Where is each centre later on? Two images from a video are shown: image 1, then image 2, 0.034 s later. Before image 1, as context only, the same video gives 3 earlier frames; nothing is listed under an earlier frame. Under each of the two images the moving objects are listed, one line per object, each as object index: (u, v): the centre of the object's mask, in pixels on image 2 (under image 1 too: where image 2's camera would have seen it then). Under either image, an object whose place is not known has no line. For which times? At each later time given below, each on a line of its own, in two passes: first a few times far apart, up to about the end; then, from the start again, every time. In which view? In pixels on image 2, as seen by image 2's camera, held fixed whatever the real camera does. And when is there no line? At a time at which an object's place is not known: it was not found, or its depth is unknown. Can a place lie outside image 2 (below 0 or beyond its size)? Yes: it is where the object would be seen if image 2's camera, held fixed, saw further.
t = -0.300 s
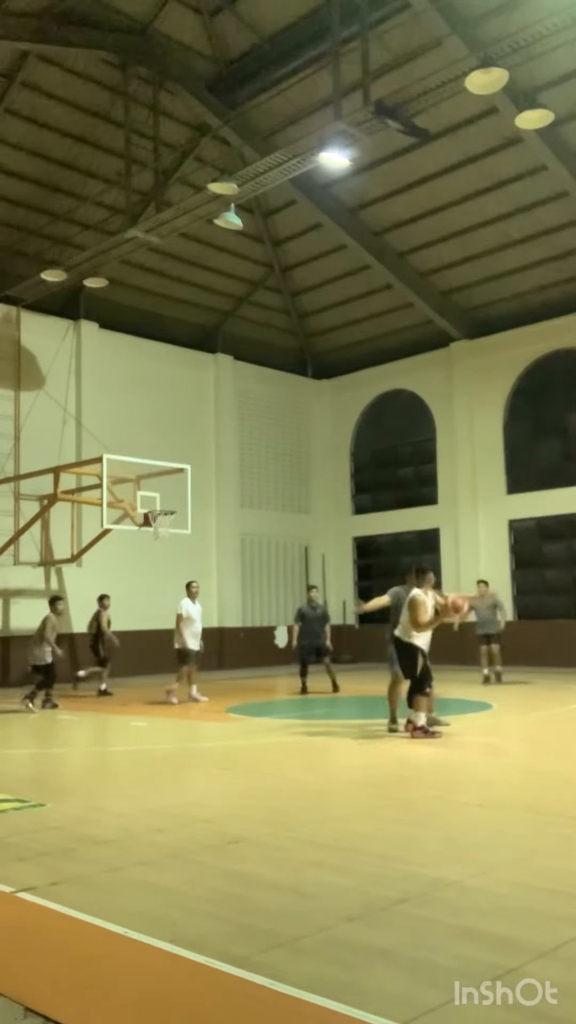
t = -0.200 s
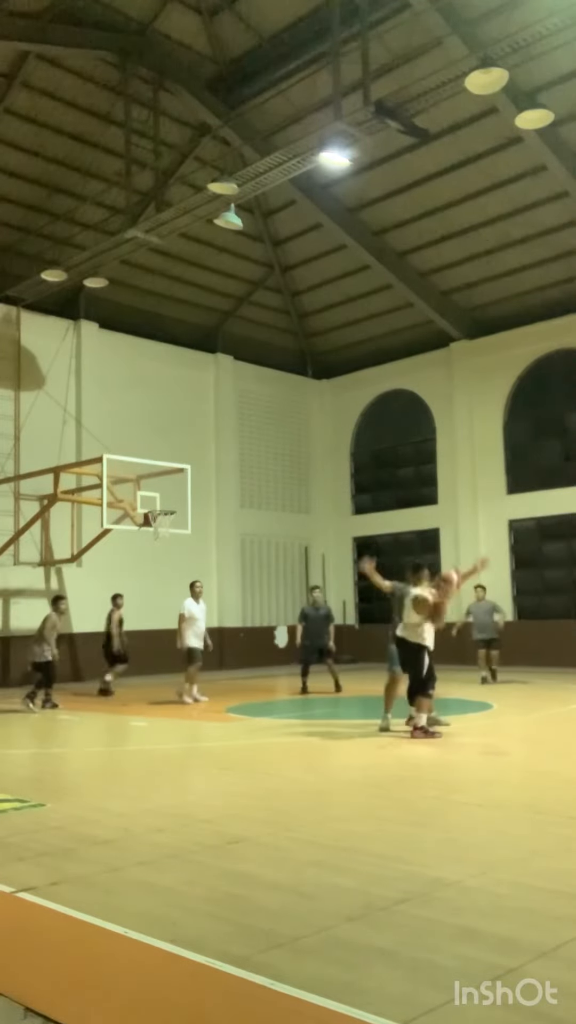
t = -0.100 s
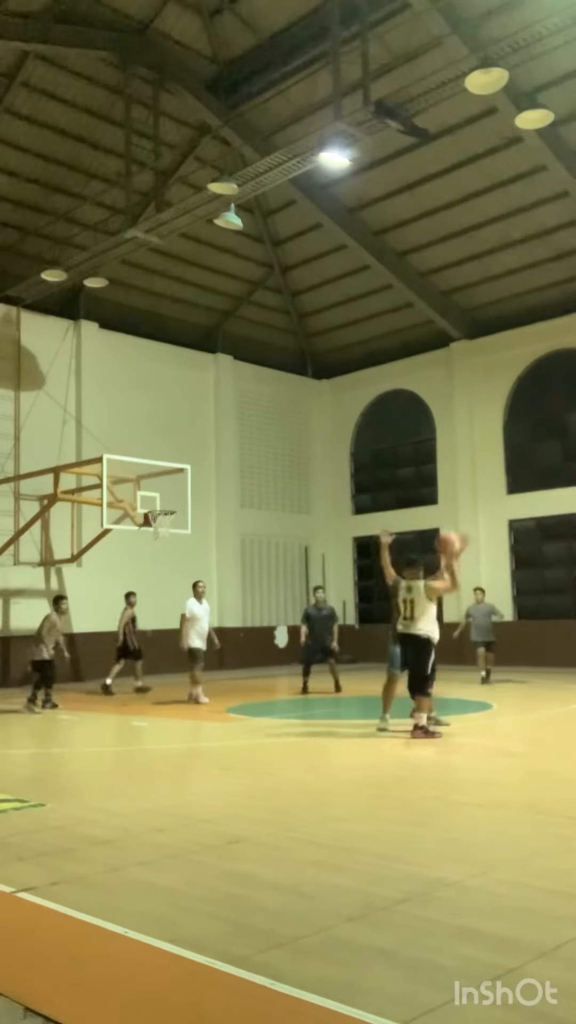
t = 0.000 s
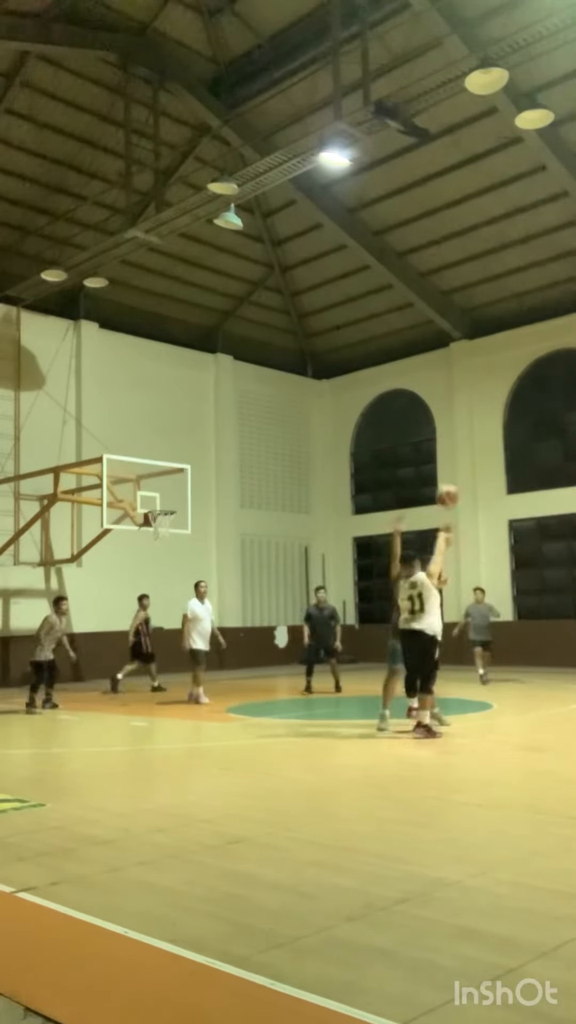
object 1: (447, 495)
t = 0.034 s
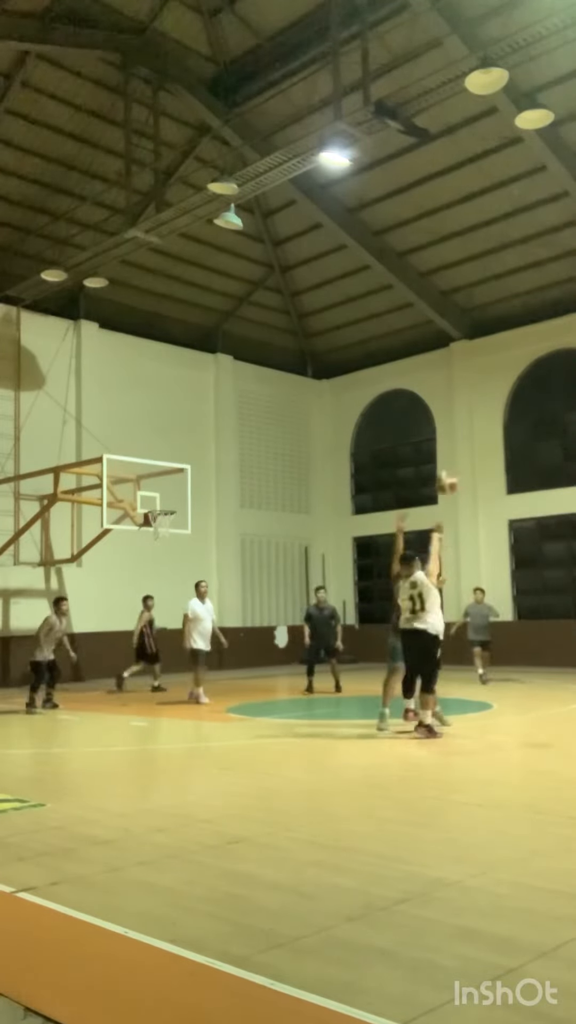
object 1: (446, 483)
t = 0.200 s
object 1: (444, 443)
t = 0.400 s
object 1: (442, 432)
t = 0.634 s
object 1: (440, 452)
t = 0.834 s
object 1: (440, 489)
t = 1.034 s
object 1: (440, 541)
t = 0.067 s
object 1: (445, 472)
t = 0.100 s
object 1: (444, 462)
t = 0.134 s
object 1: (445, 454)
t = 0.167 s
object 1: (444, 448)
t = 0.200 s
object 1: (444, 443)
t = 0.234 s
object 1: (443, 438)
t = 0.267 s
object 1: (442, 436)
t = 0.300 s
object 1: (442, 434)
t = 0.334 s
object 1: (442, 433)
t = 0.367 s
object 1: (443, 431)
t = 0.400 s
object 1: (442, 432)
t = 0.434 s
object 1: (441, 433)
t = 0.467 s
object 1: (441, 434)
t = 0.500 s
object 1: (441, 436)
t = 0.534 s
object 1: (441, 440)
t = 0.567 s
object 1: (440, 443)
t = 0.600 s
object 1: (439, 448)
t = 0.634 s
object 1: (440, 452)
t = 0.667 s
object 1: (440, 457)
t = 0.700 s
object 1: (439, 463)
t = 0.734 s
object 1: (438, 468)
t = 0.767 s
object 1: (439, 474)
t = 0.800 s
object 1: (440, 481)
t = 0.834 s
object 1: (440, 489)
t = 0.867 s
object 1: (440, 497)
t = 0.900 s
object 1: (439, 506)
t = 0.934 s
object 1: (440, 517)
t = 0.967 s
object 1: (439, 523)
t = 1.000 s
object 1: (440, 533)
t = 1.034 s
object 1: (440, 541)
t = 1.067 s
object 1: (440, 551)
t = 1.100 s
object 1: (439, 563)
